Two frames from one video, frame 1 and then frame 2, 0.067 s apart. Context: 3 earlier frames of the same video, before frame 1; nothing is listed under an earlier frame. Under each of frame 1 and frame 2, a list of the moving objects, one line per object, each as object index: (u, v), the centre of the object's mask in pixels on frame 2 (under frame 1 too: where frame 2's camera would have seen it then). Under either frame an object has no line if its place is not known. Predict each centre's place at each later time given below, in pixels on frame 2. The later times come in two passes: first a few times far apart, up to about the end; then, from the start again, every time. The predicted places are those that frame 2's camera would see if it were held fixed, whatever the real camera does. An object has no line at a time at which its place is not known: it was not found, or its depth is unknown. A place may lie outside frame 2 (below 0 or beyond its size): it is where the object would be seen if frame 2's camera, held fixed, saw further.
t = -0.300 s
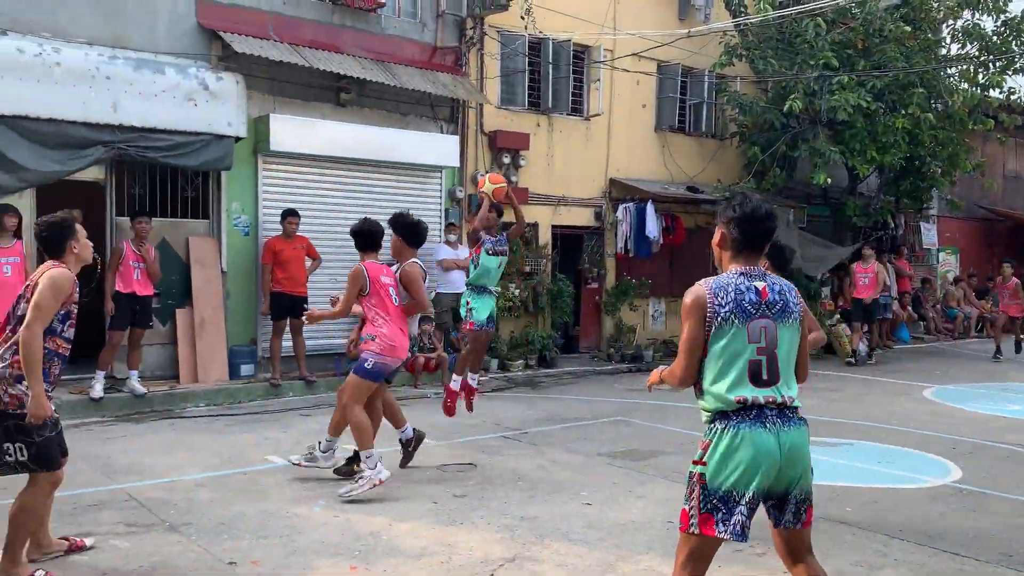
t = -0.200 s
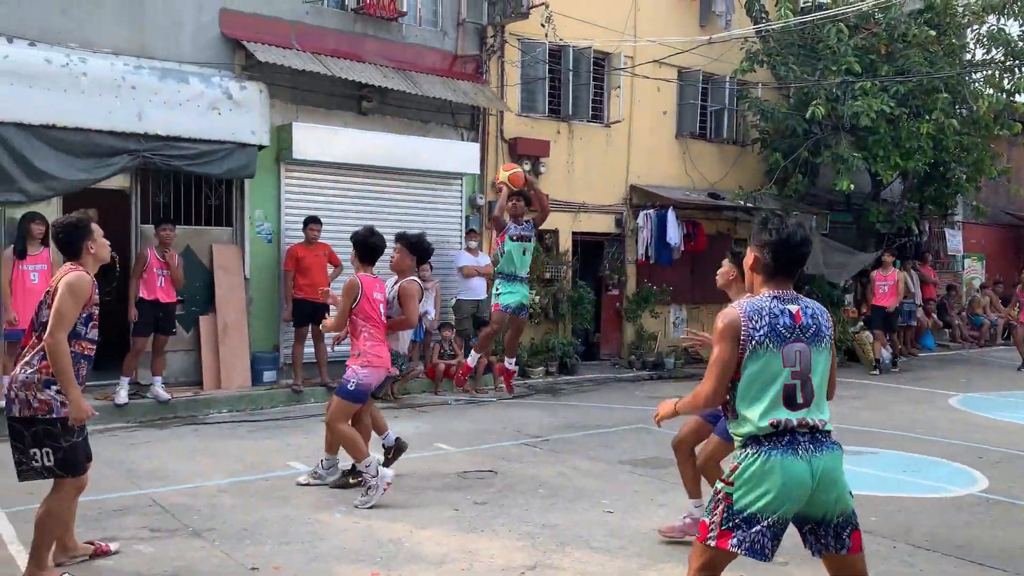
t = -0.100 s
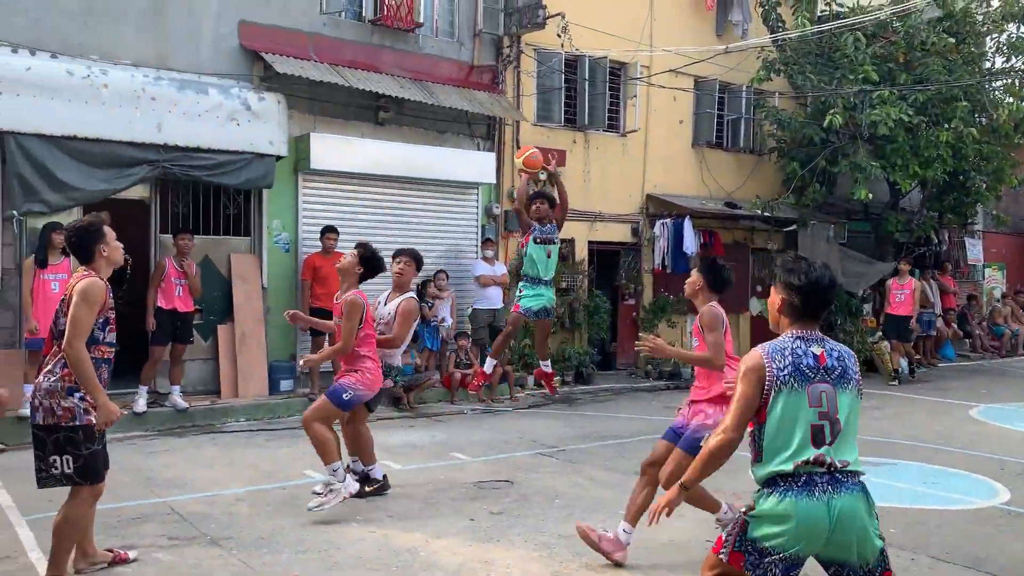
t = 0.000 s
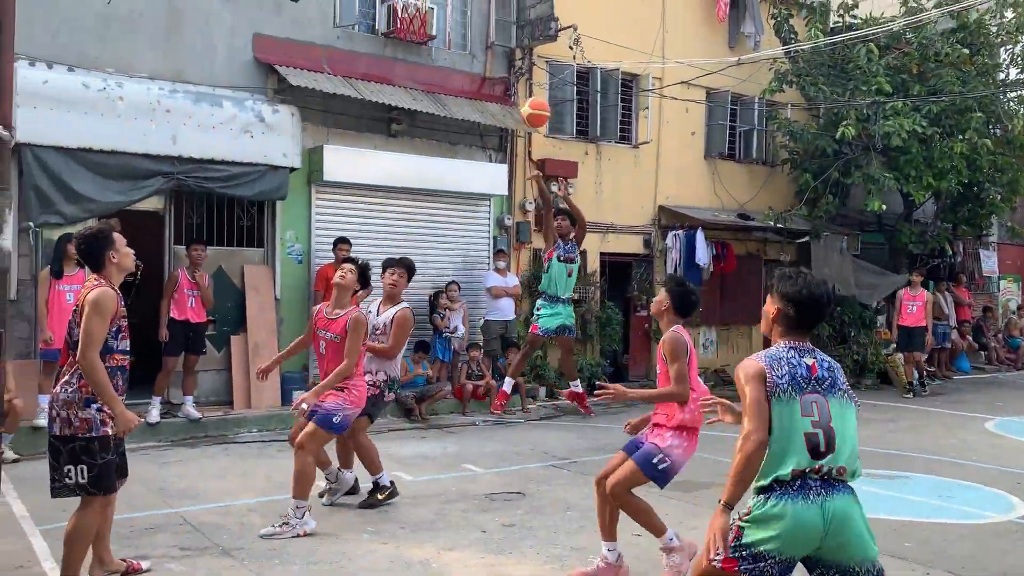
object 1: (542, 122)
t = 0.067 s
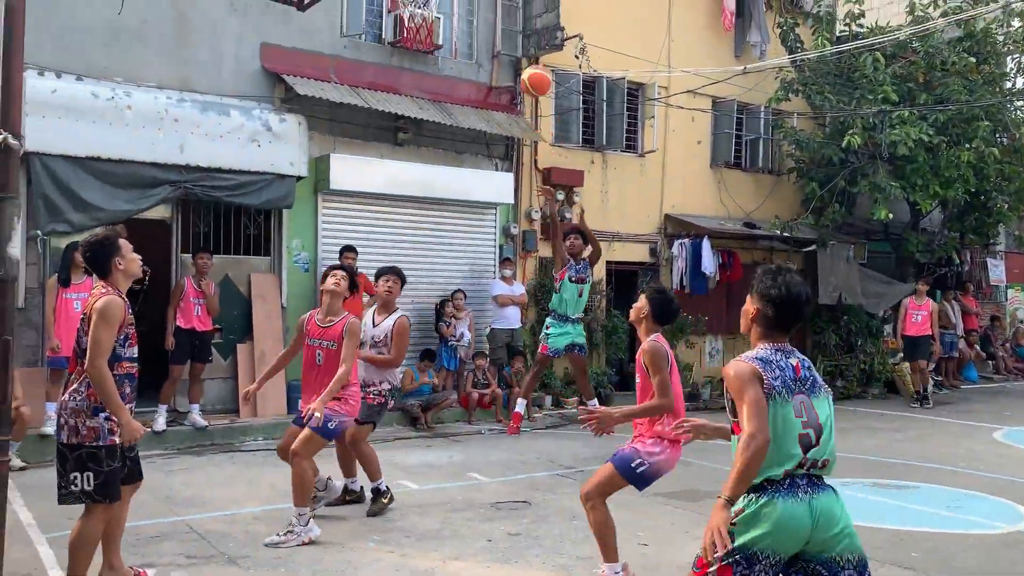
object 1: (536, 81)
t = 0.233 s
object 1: (520, -2)
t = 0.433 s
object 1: (497, -49)
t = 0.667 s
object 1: (465, -51)
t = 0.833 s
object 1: (511, -19)
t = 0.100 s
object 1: (533, 63)
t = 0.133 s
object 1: (530, 45)
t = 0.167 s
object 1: (527, 28)
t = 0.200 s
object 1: (524, 13)
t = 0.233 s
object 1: (520, -2)
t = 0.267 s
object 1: (517, -14)
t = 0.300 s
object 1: (513, -24)
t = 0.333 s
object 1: (509, -31)
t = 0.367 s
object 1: (505, -38)
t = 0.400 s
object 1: (501, -44)
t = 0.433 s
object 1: (497, -49)
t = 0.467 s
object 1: (492, -53)
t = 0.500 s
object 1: (487, -57)
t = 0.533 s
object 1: (482, -60)
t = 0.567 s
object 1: (477, -61)
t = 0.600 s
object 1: (472, -61)
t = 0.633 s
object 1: (468, -59)
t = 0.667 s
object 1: (465, -51)
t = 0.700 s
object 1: (463, -40)
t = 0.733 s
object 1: (472, -38)
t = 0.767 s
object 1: (484, -34)
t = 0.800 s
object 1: (497, -28)
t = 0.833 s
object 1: (511, -19)
